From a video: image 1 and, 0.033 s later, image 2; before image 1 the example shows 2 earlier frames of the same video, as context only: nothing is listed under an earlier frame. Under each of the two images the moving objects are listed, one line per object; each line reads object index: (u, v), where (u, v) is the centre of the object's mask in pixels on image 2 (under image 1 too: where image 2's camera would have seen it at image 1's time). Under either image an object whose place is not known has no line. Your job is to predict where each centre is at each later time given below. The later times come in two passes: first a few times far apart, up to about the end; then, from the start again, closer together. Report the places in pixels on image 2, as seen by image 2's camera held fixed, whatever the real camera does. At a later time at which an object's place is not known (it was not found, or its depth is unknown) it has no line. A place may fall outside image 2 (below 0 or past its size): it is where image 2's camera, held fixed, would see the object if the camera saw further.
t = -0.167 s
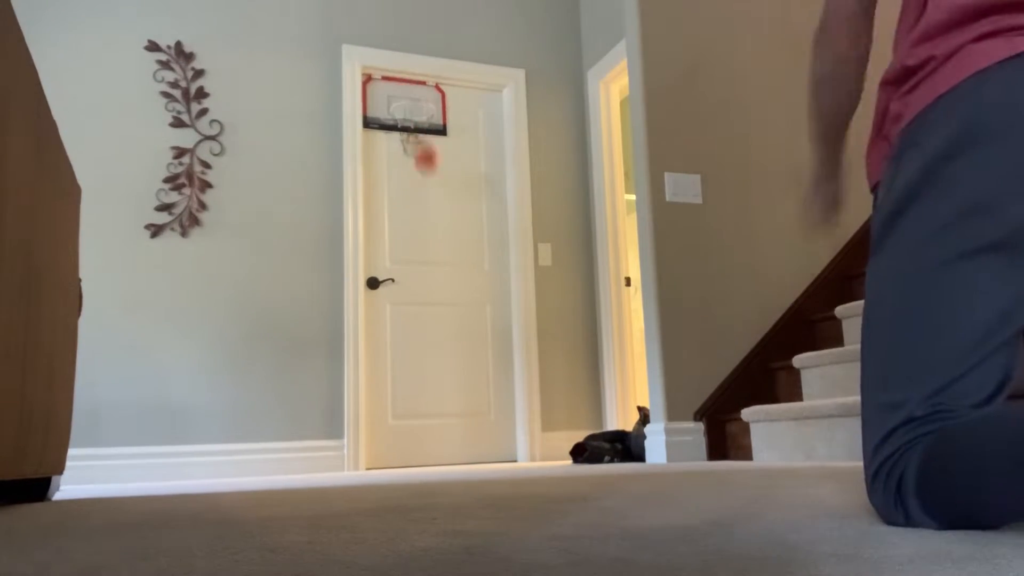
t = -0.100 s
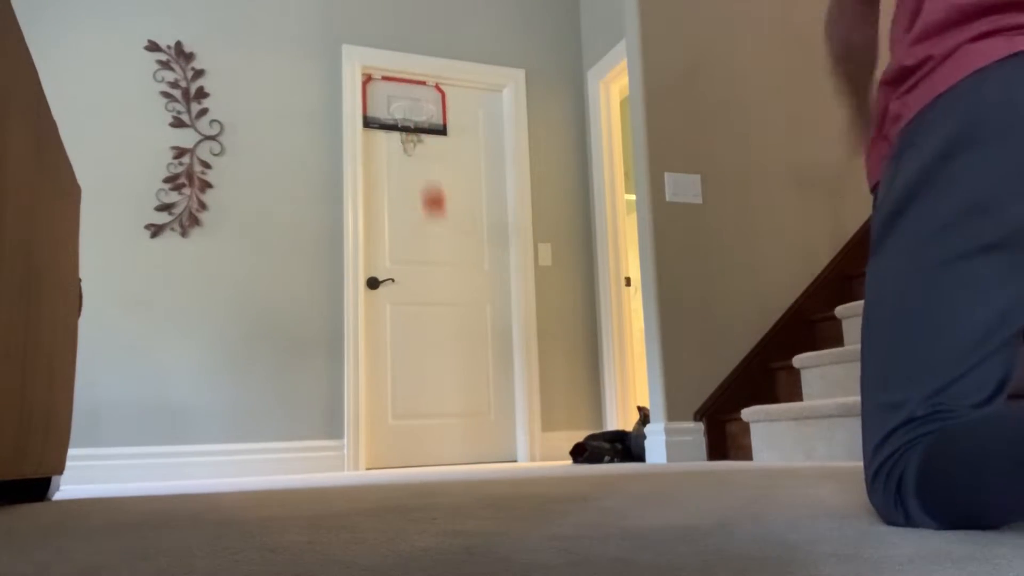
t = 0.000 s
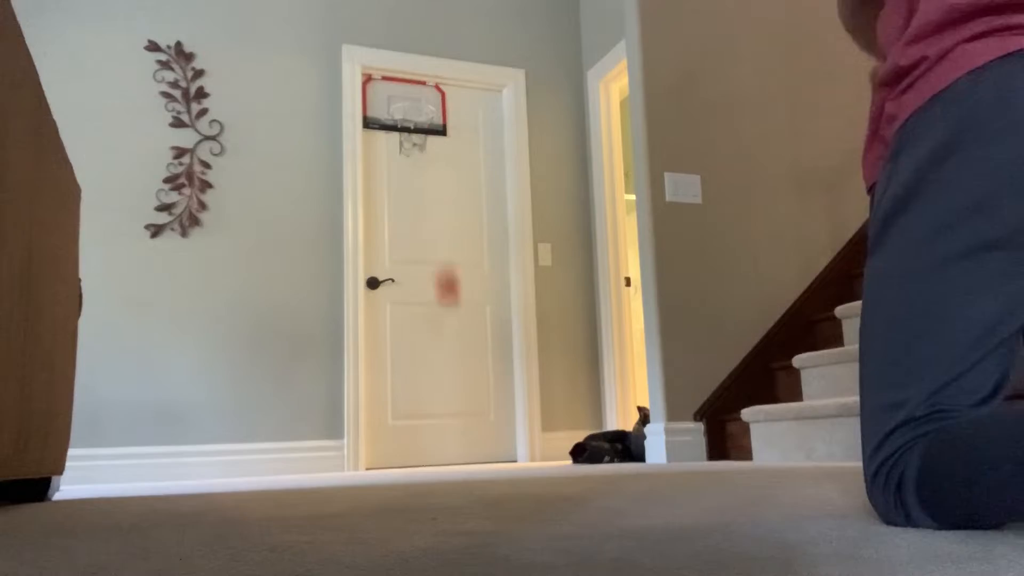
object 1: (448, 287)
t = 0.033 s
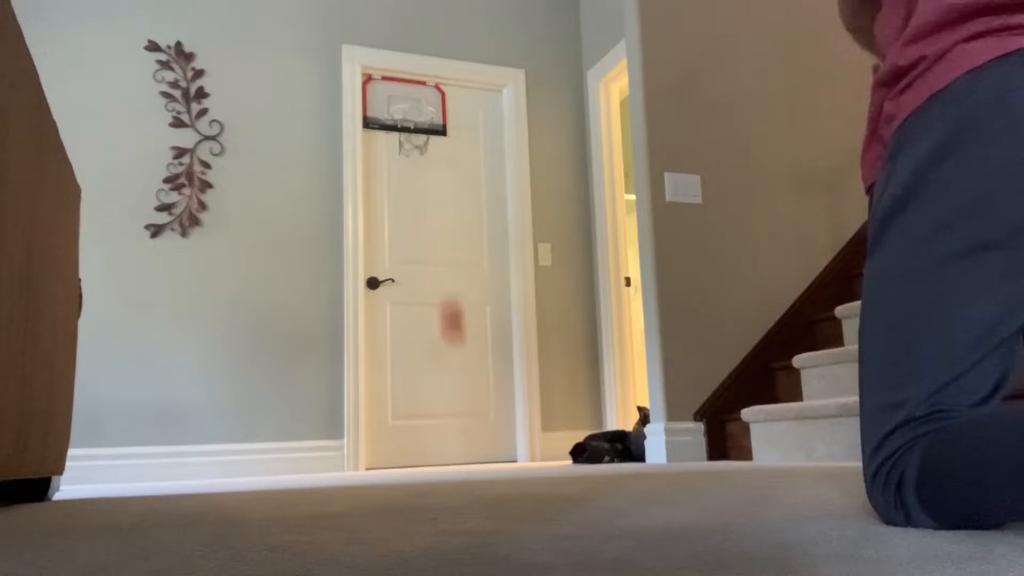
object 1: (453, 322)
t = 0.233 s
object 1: (478, 394)
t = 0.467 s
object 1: (505, 311)
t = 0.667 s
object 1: (535, 353)
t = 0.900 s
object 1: (573, 411)
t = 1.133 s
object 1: (611, 420)
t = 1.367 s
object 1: (651, 428)
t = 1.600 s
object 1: (696, 448)
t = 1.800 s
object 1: (738, 448)
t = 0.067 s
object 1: (457, 360)
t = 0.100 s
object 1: (463, 402)
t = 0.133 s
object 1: (469, 446)
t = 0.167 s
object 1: (473, 442)
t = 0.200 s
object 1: (475, 415)
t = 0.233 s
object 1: (478, 394)
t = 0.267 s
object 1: (482, 373)
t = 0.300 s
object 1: (486, 355)
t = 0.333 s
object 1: (489, 342)
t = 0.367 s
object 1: (493, 330)
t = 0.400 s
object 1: (496, 321)
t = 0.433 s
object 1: (501, 315)
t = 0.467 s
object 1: (505, 311)
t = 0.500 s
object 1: (509, 311)
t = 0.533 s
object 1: (514, 313)
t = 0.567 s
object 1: (519, 319)
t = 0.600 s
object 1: (524, 328)
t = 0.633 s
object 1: (529, 339)
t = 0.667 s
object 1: (535, 353)
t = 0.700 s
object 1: (541, 371)
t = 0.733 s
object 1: (548, 394)
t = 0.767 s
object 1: (555, 419)
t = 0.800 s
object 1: (562, 449)
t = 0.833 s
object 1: (565, 439)
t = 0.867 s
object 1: (569, 423)
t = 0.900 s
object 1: (573, 411)
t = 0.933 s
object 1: (578, 401)
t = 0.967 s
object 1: (582, 395)
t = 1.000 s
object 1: (587, 391)
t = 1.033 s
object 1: (592, 392)
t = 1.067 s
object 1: (598, 397)
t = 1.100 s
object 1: (604, 405)
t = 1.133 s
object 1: (611, 420)
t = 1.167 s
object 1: (620, 440)
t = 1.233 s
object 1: (628, 441)
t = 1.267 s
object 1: (634, 431)
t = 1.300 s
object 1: (639, 426)
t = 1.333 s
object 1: (645, 425)
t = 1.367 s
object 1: (651, 428)
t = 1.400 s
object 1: (658, 435)
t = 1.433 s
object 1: (665, 446)
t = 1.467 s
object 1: (671, 445)
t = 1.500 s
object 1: (678, 438)
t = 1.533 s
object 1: (683, 438)
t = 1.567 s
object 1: (690, 441)
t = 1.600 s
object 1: (696, 448)
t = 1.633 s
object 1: (703, 446)
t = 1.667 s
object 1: (708, 444)
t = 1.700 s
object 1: (716, 447)
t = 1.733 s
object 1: (724, 447)
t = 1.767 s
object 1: (731, 447)
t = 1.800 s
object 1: (738, 448)
